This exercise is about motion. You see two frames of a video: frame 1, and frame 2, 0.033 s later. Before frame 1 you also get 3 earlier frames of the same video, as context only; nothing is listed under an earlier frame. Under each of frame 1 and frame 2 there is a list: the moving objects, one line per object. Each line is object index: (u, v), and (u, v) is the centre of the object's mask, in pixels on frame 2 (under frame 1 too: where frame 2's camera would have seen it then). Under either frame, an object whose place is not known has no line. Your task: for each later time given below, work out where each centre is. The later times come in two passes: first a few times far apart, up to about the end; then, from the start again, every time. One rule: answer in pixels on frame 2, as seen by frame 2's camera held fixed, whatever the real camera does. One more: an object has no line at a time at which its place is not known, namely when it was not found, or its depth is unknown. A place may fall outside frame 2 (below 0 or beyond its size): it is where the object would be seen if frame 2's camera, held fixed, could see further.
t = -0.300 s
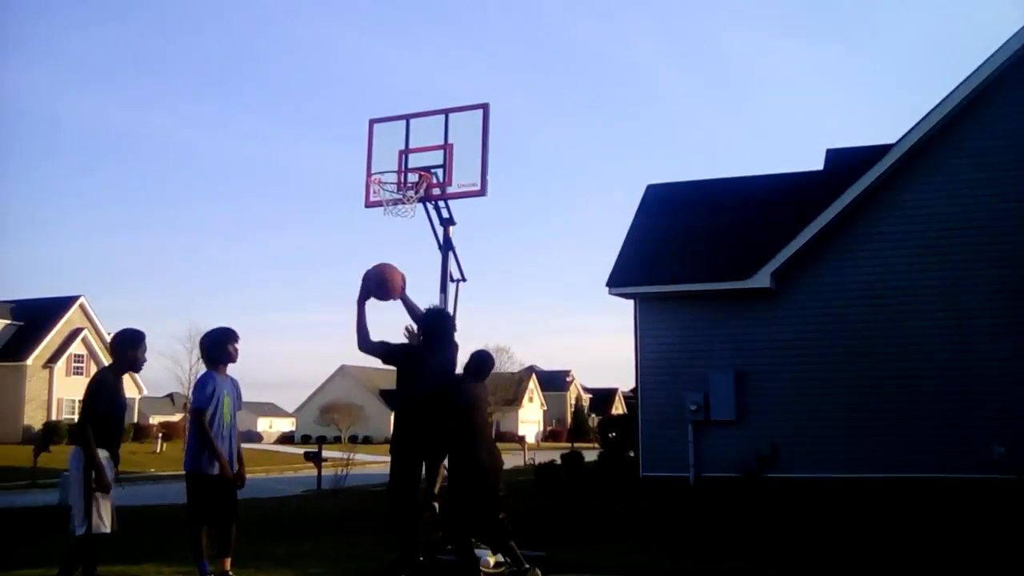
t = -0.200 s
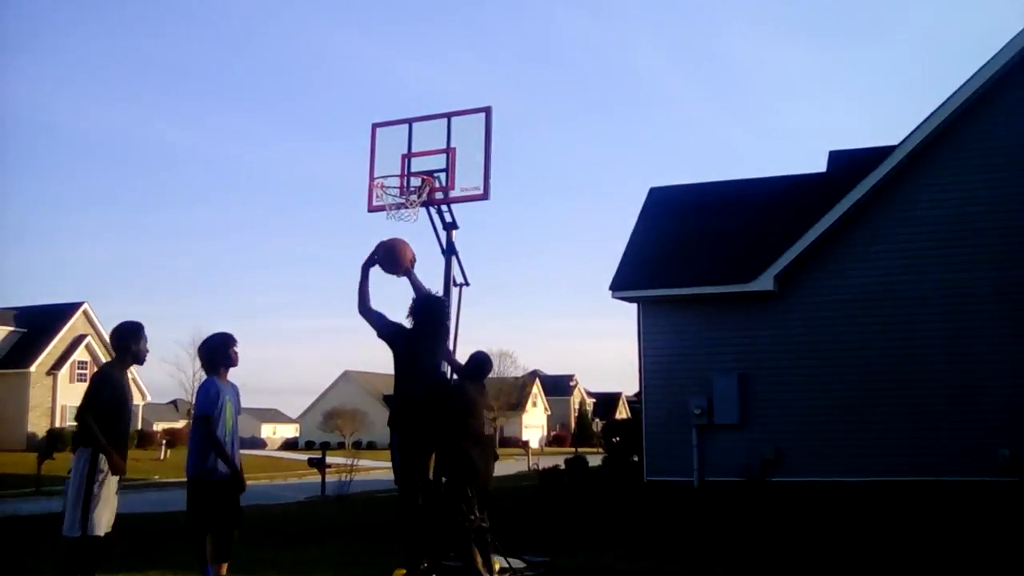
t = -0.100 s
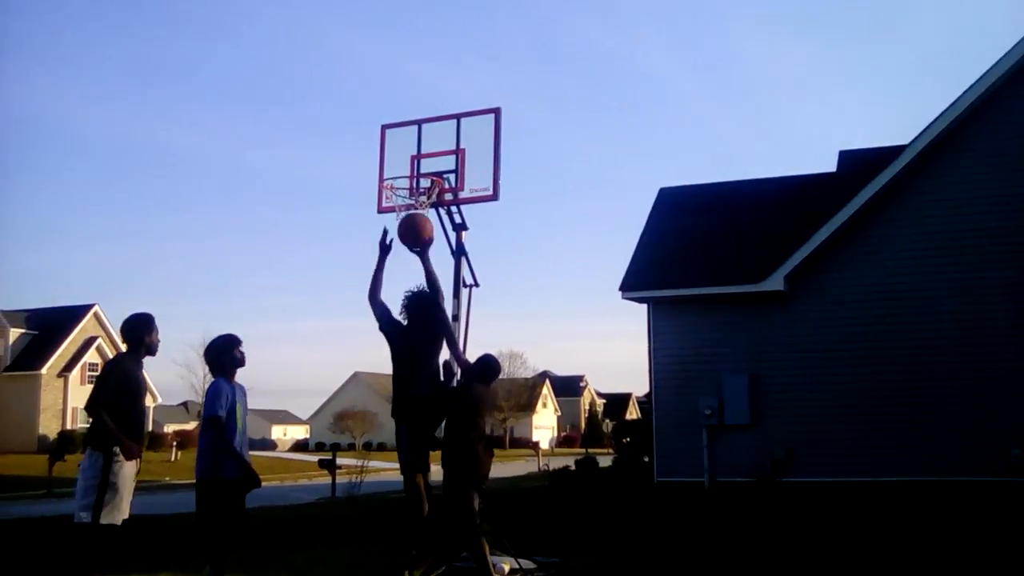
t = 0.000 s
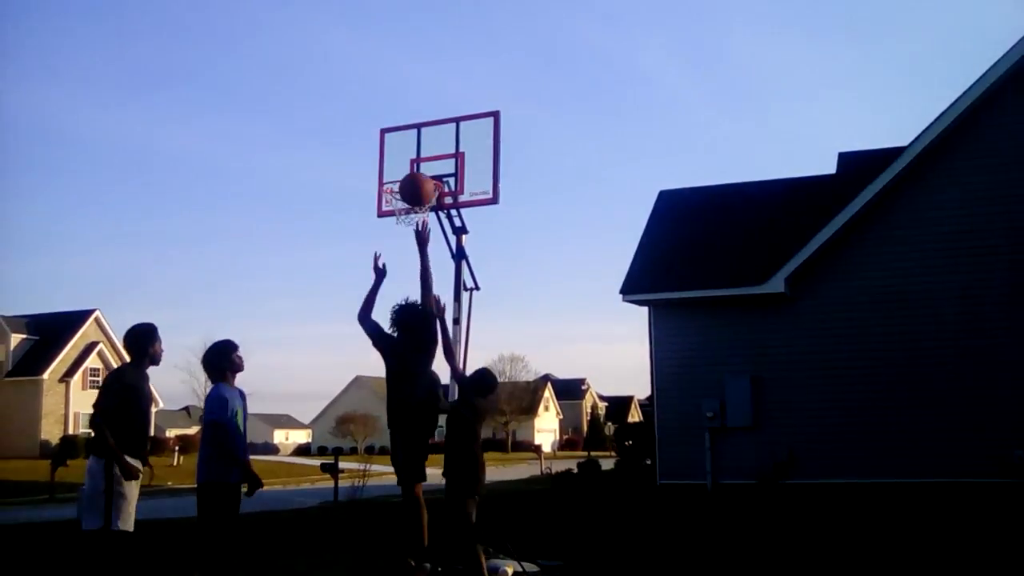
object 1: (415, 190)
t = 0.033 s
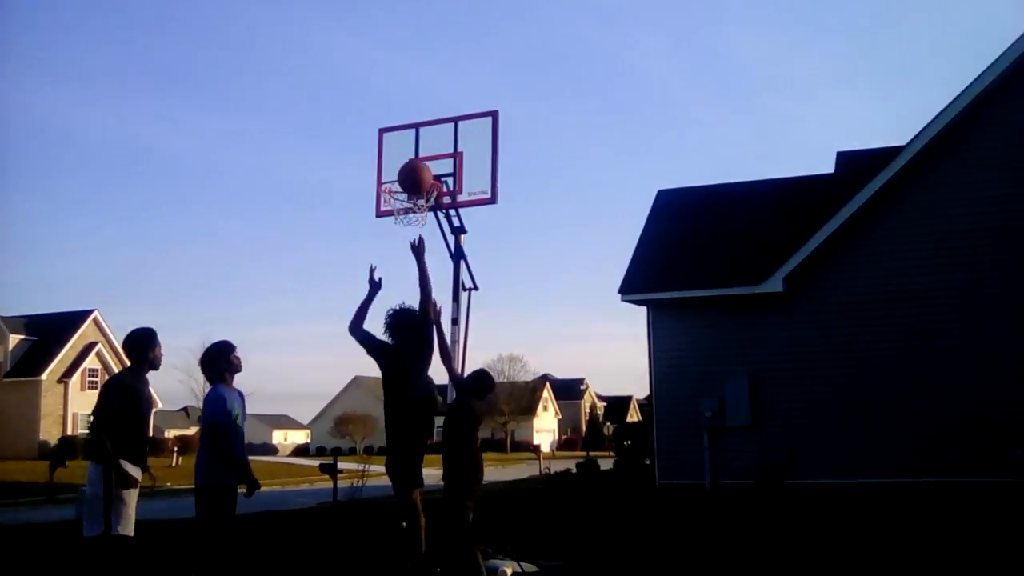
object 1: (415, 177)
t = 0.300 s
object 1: (416, 145)
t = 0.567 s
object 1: (407, 183)
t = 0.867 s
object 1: (420, 231)
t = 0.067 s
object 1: (415, 168)
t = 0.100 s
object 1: (415, 160)
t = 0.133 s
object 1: (415, 154)
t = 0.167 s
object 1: (416, 149)
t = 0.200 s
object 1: (416, 146)
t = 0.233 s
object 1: (416, 145)
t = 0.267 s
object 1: (416, 144)
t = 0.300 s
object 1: (416, 145)
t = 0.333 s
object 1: (417, 148)
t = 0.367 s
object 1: (417, 153)
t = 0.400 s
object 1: (417, 157)
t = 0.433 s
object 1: (418, 164)
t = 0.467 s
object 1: (418, 172)
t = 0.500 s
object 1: (418, 180)
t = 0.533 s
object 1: (413, 182)
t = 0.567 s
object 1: (407, 183)
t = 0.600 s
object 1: (402, 185)
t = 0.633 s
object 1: (396, 188)
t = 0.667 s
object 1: (398, 191)
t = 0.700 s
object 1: (401, 195)
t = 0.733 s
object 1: (406, 200)
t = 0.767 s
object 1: (409, 207)
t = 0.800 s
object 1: (412, 214)
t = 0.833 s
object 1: (415, 224)
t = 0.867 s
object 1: (420, 231)
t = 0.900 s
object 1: (425, 241)
